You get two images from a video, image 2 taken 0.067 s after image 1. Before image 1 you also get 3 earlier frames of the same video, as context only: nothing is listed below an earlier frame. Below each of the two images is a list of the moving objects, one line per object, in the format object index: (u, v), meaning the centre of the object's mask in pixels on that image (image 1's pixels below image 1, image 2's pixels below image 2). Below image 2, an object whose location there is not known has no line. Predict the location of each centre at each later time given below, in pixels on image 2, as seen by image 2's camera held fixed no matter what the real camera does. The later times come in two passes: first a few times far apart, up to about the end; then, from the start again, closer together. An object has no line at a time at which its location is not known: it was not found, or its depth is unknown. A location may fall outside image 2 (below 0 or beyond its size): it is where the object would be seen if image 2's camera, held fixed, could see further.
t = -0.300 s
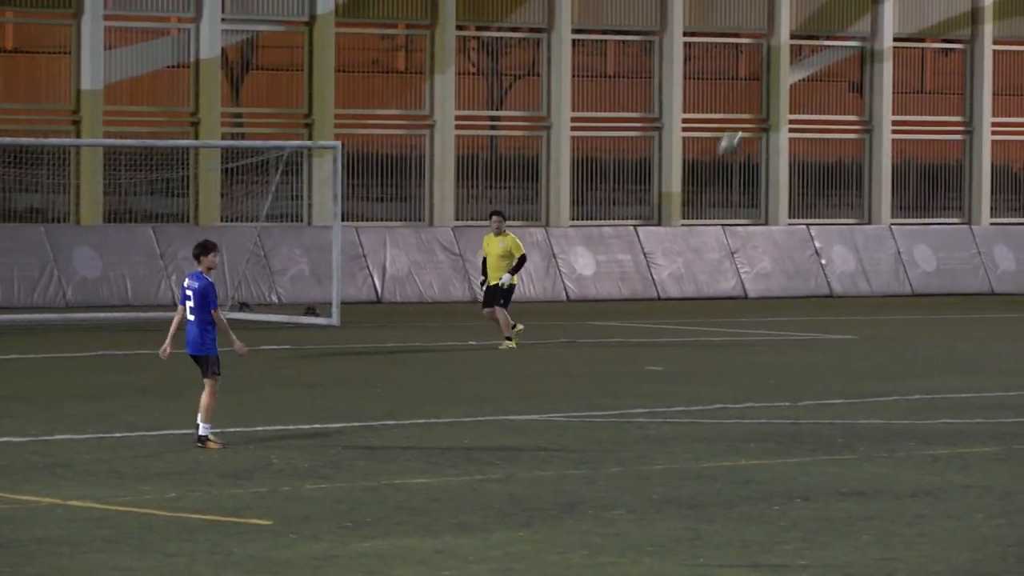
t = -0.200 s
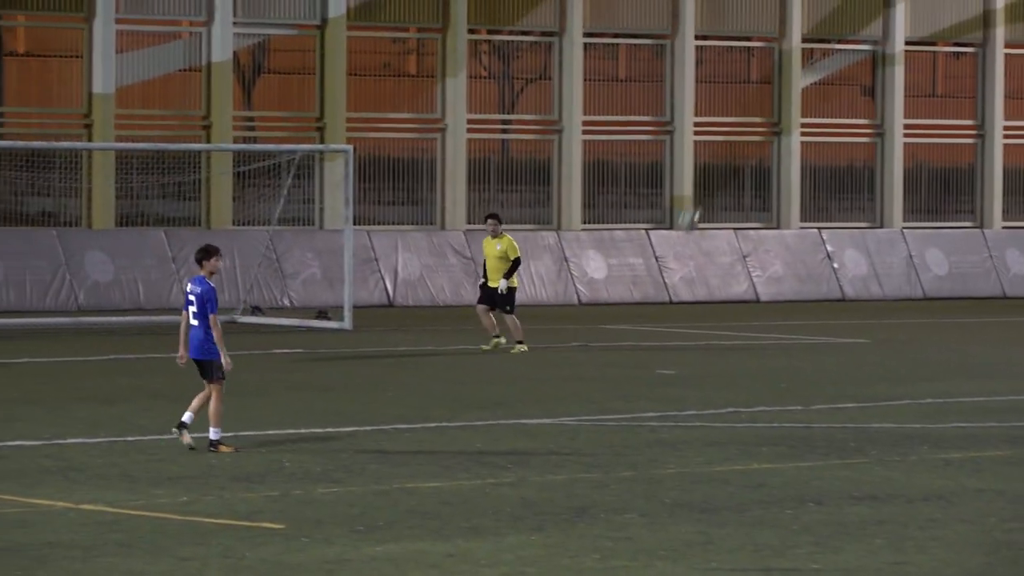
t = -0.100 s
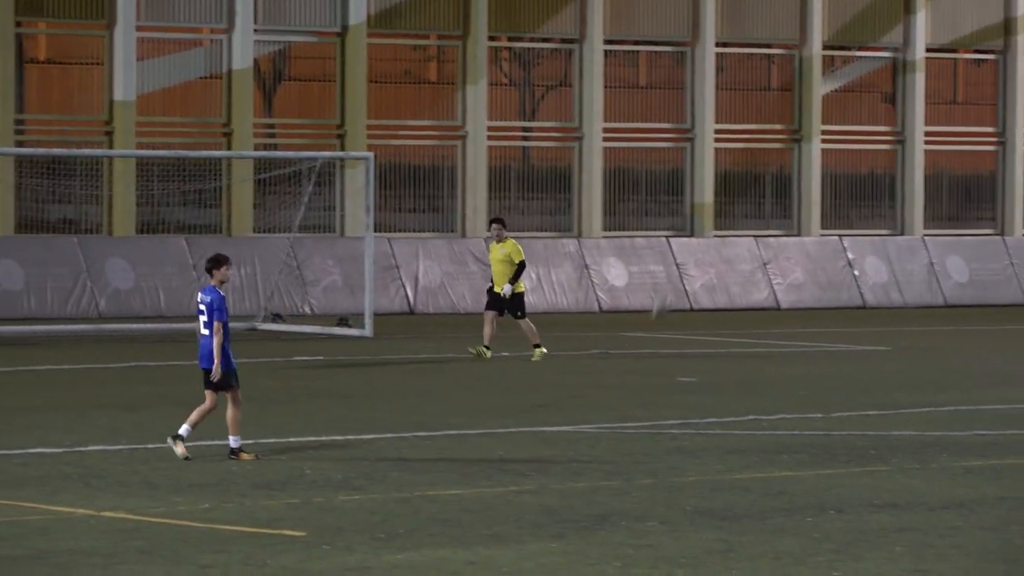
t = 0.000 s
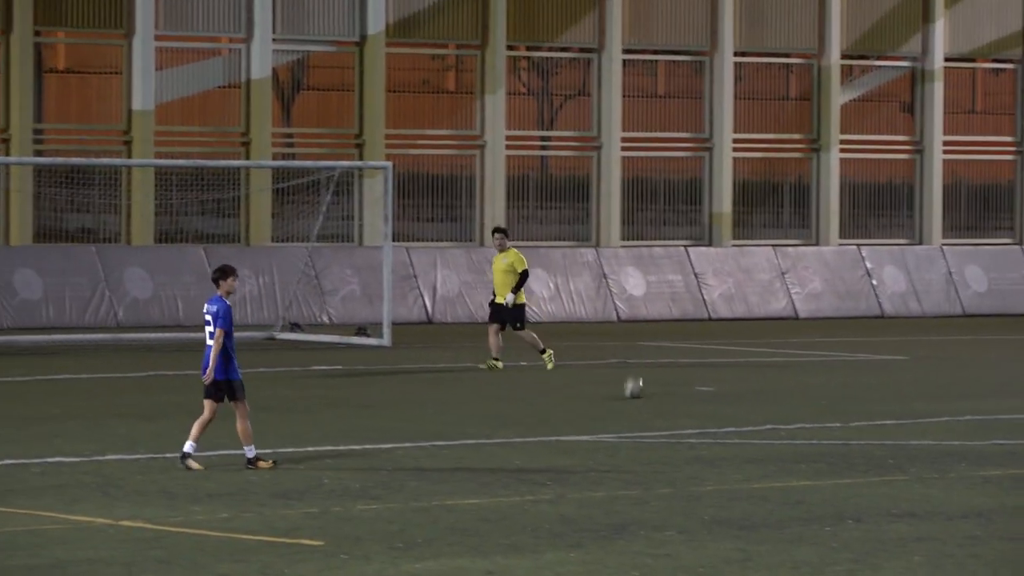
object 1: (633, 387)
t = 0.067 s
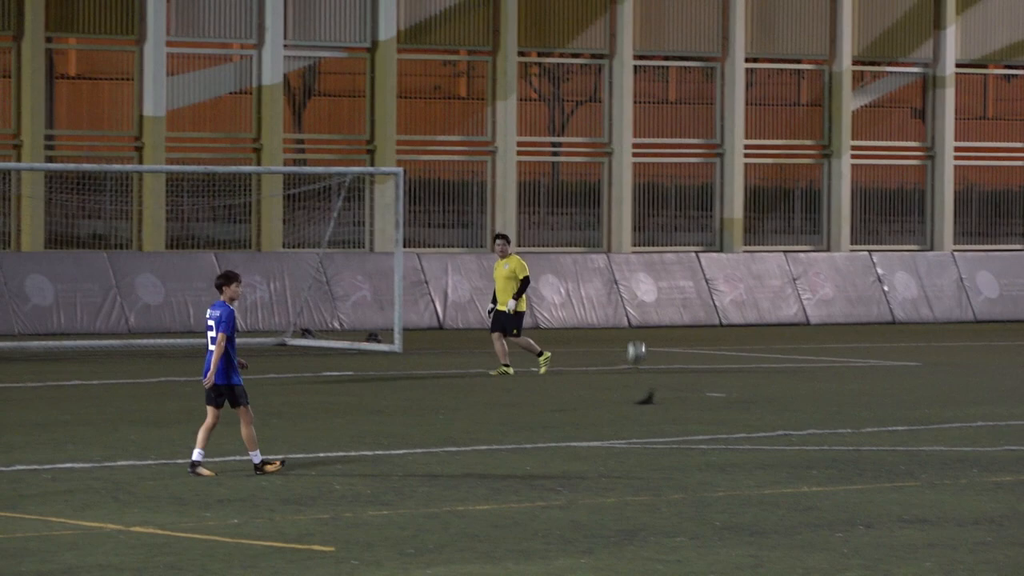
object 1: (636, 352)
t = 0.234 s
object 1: (615, 267)
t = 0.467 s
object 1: (584, 190)
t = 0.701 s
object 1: (553, 163)
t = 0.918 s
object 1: (526, 178)
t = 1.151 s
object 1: (496, 240)
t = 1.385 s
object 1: (467, 345)
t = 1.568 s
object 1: (439, 339)
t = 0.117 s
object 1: (629, 324)
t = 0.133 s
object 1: (629, 315)
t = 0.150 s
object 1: (627, 305)
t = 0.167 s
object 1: (623, 298)
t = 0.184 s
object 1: (622, 289)
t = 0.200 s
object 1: (620, 282)
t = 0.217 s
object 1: (617, 273)
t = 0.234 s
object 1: (615, 267)
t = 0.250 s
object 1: (613, 260)
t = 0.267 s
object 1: (610, 254)
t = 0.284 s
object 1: (608, 247)
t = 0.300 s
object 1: (606, 241)
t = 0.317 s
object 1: (603, 234)
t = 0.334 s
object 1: (602, 229)
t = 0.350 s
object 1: (599, 223)
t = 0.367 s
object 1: (597, 218)
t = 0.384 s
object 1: (594, 212)
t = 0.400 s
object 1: (593, 207)
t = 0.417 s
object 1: (590, 203)
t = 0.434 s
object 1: (588, 198)
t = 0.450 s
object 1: (586, 194)
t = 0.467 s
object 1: (584, 190)
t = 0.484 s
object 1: (582, 187)
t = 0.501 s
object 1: (580, 183)
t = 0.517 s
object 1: (577, 180)
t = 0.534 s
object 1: (575, 177)
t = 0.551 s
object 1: (573, 176)
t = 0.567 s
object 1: (570, 173)
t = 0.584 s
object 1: (569, 171)
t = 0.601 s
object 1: (566, 169)
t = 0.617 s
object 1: (564, 167)
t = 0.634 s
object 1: (562, 166)
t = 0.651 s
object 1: (560, 165)
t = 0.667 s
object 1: (558, 164)
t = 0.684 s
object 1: (556, 163)
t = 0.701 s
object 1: (553, 163)
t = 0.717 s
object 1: (551, 163)
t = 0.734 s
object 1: (549, 163)
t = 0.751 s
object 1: (547, 163)
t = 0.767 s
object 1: (545, 163)
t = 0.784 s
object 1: (543, 164)
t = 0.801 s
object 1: (540, 166)
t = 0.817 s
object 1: (538, 167)
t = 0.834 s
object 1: (536, 169)
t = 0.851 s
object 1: (534, 170)
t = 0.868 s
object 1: (531, 171)
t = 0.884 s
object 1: (529, 173)
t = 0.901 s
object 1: (527, 176)
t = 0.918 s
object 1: (526, 178)
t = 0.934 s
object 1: (524, 181)
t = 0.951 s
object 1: (521, 184)
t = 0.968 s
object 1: (519, 188)
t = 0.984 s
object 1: (517, 192)
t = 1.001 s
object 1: (515, 195)
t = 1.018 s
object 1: (513, 199)
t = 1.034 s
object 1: (511, 204)
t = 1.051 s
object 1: (509, 208)
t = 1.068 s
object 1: (507, 213)
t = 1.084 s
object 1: (504, 218)
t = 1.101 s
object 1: (502, 223)
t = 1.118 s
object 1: (499, 228)
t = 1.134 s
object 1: (498, 233)
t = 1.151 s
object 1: (496, 240)
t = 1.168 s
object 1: (493, 246)
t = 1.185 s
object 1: (492, 251)
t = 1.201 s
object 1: (489, 260)
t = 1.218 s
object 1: (488, 266)
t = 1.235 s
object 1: (485, 273)
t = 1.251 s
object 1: (483, 279)
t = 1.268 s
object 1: (482, 287)
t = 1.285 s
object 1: (479, 295)
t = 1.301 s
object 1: (477, 302)
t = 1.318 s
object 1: (475, 310)
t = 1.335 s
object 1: (473, 319)
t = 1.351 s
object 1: (471, 328)
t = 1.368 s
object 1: (469, 336)
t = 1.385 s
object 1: (467, 345)
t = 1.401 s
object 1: (465, 354)
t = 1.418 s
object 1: (464, 363)
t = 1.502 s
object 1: (451, 363)
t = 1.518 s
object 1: (448, 357)
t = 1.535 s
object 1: (445, 352)
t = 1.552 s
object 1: (443, 346)
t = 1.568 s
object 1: (439, 339)
